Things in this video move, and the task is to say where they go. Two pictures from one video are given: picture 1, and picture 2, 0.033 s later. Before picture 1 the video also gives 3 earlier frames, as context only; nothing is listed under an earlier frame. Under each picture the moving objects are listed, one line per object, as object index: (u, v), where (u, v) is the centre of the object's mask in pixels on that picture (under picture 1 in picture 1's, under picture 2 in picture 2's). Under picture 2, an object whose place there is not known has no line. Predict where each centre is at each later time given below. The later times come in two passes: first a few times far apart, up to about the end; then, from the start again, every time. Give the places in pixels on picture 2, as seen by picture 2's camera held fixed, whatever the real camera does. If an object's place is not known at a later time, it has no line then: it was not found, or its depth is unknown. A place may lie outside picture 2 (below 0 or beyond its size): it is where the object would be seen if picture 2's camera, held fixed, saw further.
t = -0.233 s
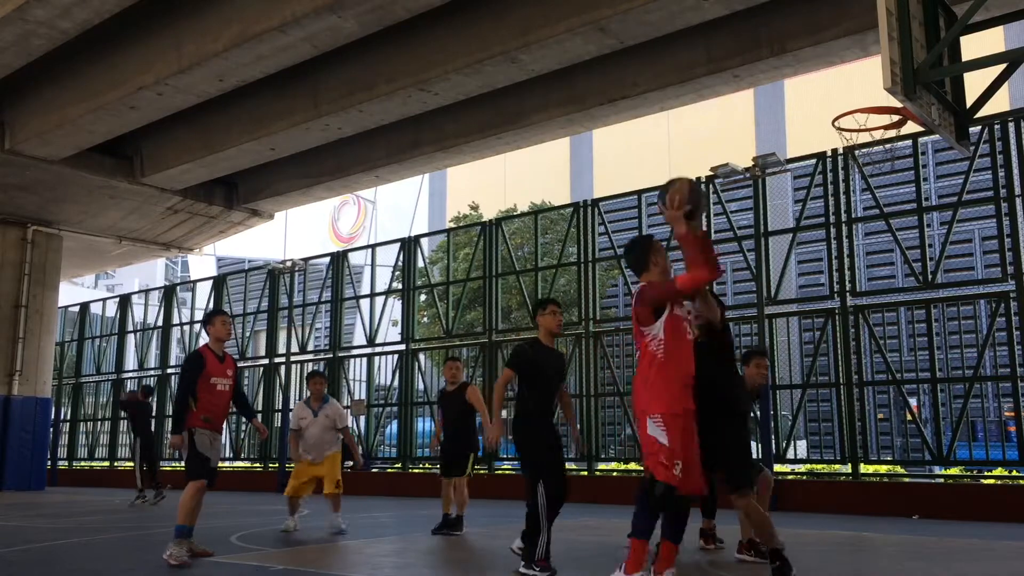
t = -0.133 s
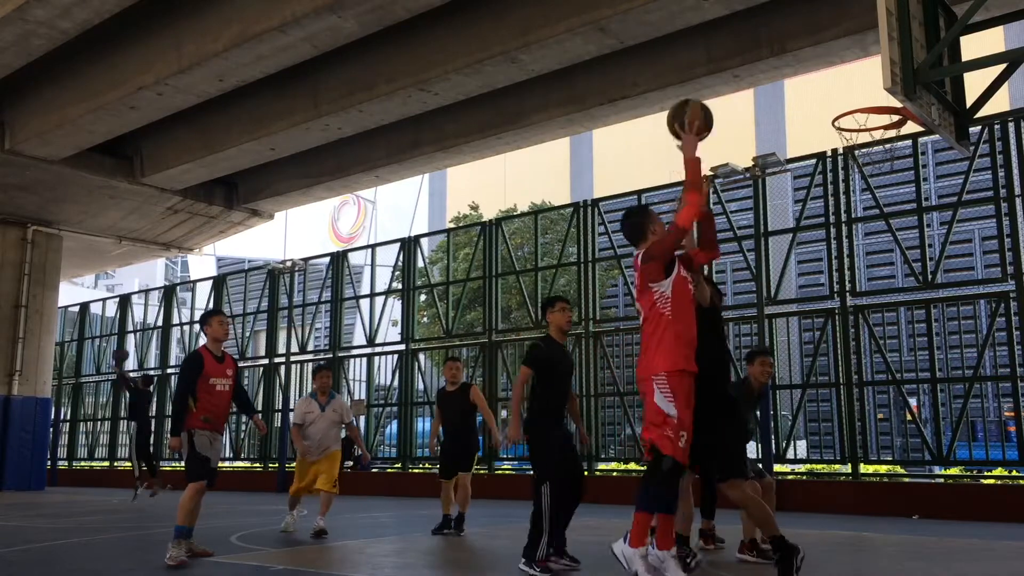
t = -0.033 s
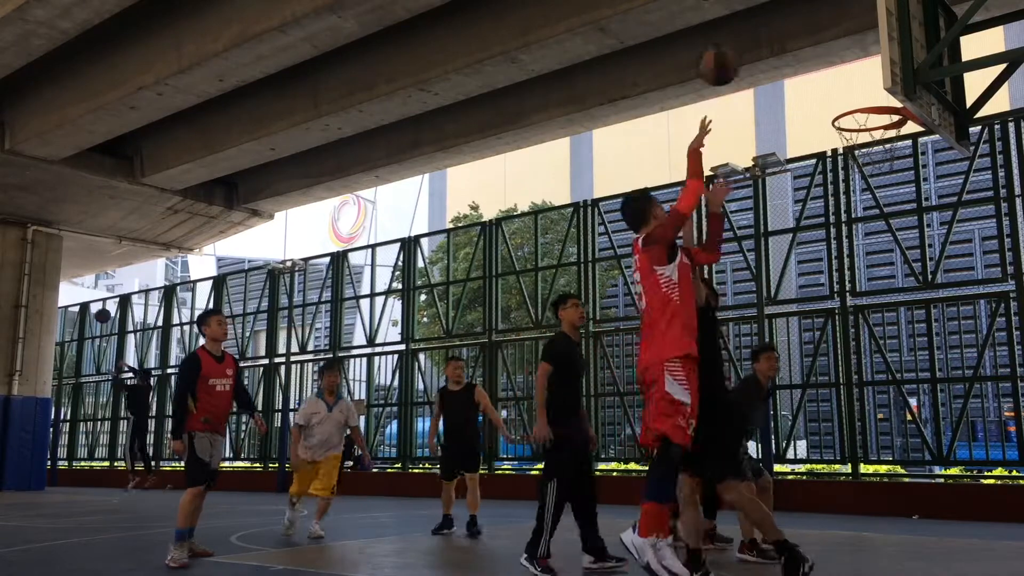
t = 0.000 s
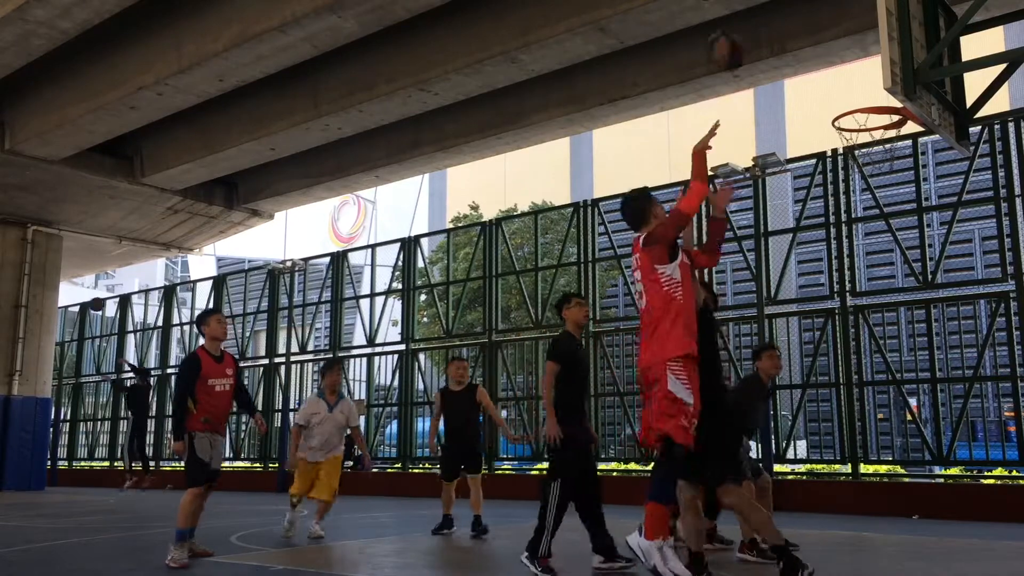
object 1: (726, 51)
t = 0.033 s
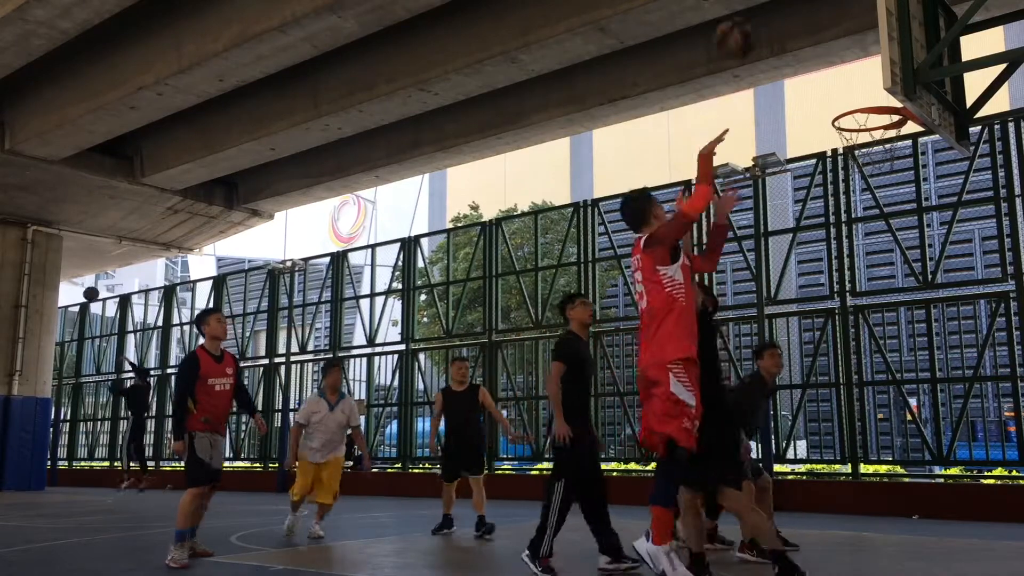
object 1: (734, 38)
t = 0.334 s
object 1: (805, 15)
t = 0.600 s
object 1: (863, 99)
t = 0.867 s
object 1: (896, 181)
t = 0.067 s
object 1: (743, 30)
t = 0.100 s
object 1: (750, 21)
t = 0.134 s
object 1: (758, 16)
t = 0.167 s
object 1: (767, 16)
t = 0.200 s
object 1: (776, 13)
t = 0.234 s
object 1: (781, 7)
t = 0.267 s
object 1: (791, 10)
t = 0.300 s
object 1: (801, 13)
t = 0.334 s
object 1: (805, 15)
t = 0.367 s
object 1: (814, 20)
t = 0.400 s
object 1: (824, 30)
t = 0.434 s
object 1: (829, 37)
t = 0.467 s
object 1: (836, 48)
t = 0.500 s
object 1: (842, 58)
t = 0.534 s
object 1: (849, 71)
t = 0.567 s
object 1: (857, 85)
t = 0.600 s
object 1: (863, 99)
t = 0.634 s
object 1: (869, 118)
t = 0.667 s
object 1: (877, 134)
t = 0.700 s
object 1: (882, 144)
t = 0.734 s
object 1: (885, 148)
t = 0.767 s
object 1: (888, 154)
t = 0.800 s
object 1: (890, 162)
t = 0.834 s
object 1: (893, 170)
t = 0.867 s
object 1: (896, 181)
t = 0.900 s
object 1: (899, 193)
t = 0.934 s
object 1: (903, 205)
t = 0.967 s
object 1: (904, 221)
